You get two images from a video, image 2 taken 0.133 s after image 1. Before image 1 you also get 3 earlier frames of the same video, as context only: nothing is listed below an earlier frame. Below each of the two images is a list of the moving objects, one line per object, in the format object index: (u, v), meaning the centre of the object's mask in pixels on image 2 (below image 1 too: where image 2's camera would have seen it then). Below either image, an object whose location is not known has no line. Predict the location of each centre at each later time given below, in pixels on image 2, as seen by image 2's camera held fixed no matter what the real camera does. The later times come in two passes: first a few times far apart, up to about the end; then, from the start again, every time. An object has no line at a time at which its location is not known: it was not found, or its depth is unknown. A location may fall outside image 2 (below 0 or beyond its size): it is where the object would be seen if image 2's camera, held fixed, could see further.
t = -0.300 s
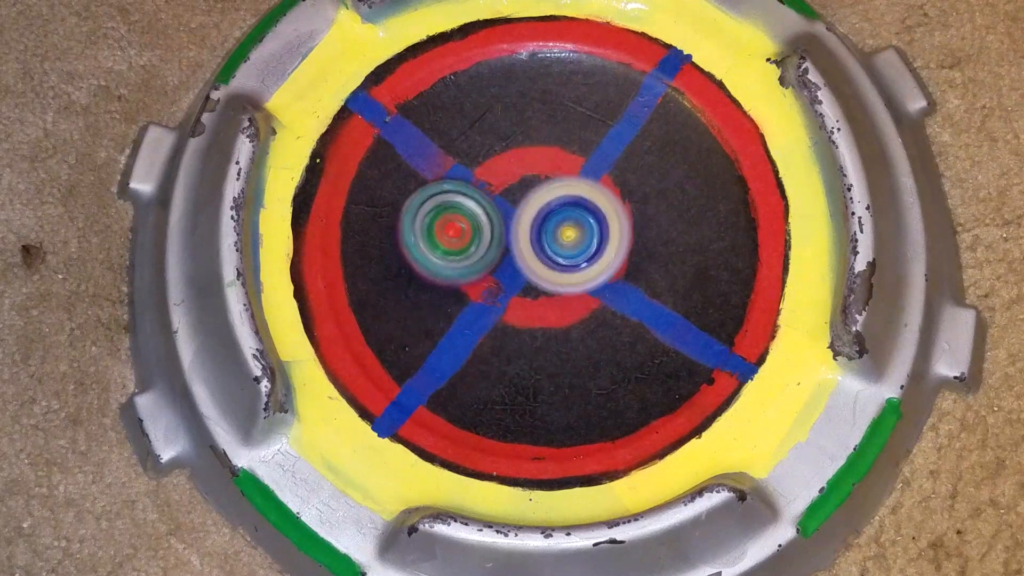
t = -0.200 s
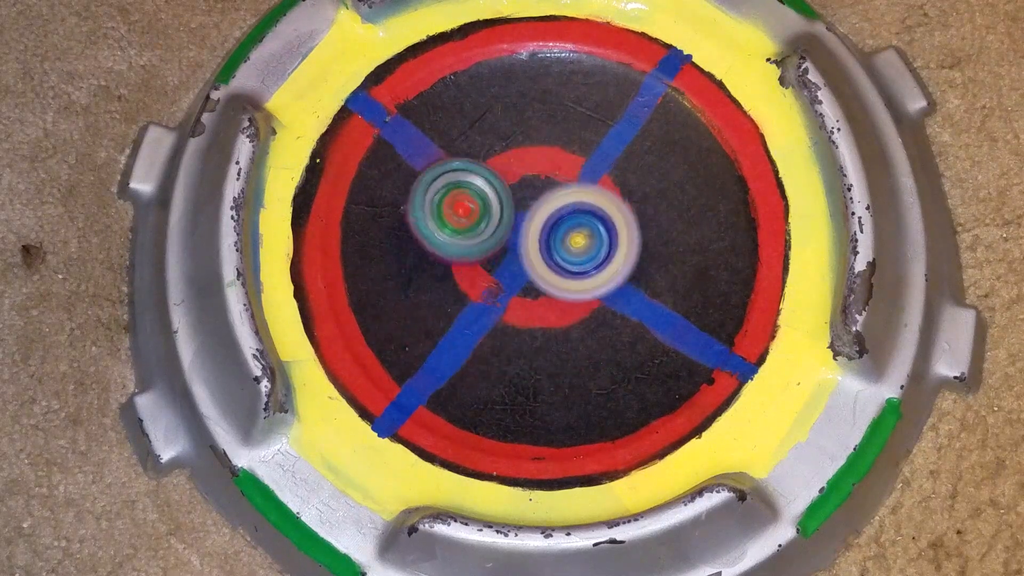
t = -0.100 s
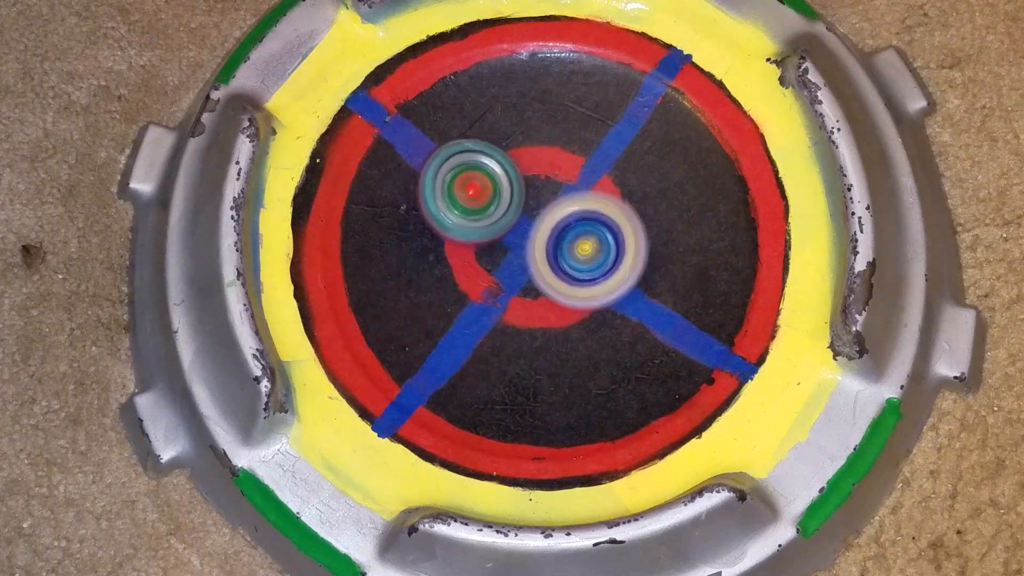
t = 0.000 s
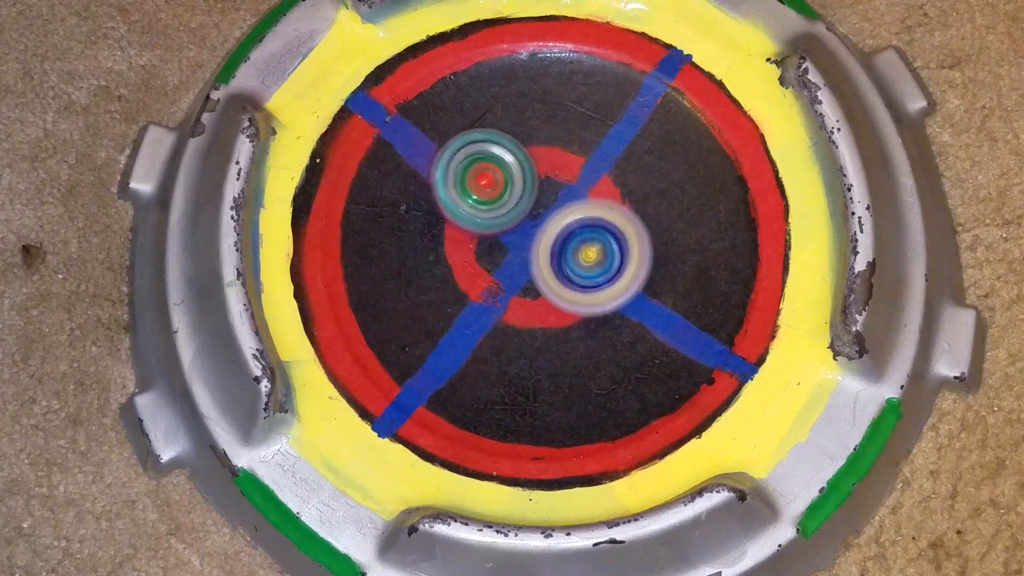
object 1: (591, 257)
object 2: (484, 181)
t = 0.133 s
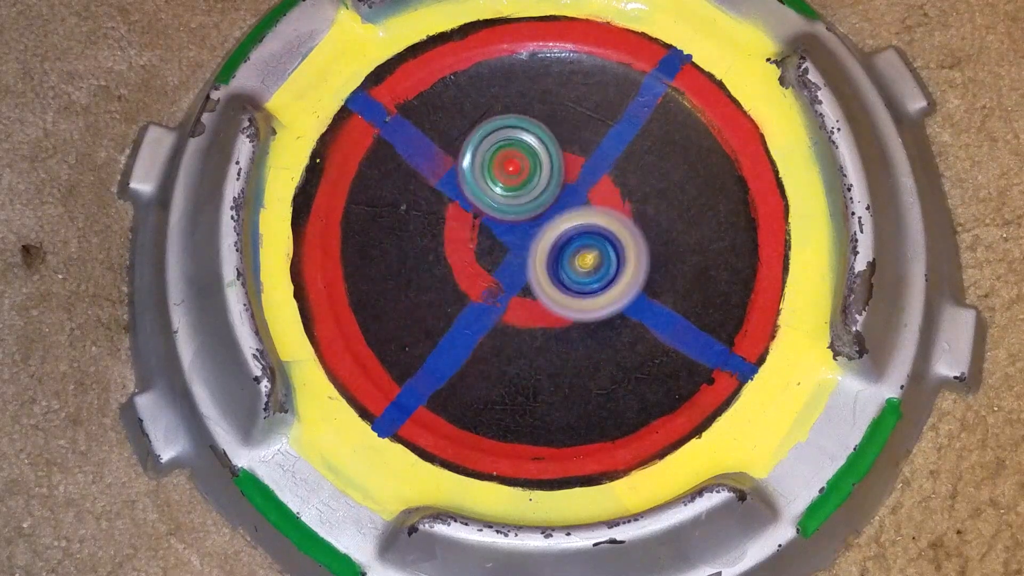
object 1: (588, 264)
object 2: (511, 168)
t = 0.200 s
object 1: (583, 268)
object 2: (522, 164)
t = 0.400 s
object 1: (562, 283)
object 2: (557, 161)
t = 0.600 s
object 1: (537, 299)
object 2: (593, 174)
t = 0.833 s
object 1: (511, 303)
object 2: (607, 209)
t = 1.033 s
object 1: (488, 302)
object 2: (600, 252)
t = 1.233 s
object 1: (456, 287)
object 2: (596, 278)
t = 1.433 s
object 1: (442, 269)
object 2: (569, 301)
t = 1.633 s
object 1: (442, 245)
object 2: (538, 315)
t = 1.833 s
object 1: (458, 219)
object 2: (521, 318)
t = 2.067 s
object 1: (486, 182)
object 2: (503, 303)
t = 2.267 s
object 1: (511, 165)
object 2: (502, 278)
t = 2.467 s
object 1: (552, 140)
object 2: (515, 263)
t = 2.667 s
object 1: (576, 142)
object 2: (528, 244)
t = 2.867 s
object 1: (599, 159)
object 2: (522, 244)
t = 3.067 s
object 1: (622, 202)
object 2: (504, 258)
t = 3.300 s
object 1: (637, 258)
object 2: (499, 263)
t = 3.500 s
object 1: (631, 291)
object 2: (507, 259)
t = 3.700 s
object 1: (601, 319)
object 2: (509, 237)
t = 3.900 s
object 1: (555, 344)
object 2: (515, 217)
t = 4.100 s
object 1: (517, 353)
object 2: (535, 194)
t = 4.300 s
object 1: (482, 338)
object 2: (547, 188)
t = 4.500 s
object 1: (454, 308)
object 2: (545, 204)
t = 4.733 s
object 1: (422, 252)
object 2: (573, 224)
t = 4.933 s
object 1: (413, 210)
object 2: (579, 239)
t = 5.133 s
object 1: (431, 184)
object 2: (572, 258)
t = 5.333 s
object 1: (469, 165)
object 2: (547, 266)
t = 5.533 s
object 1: (538, 136)
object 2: (524, 295)
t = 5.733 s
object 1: (596, 118)
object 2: (499, 305)
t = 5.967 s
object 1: (614, 143)
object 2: (485, 290)
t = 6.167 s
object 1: (625, 214)
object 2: (497, 266)
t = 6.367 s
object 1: (635, 303)
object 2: (514, 243)
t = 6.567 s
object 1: (620, 354)
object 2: (541, 227)
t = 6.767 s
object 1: (588, 357)
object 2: (561, 227)
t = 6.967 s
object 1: (514, 340)
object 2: (565, 238)
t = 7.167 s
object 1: (438, 306)
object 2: (557, 251)
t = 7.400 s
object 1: (403, 261)
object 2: (532, 255)
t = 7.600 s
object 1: (430, 208)
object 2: (548, 275)
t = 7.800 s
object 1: (476, 138)
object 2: (572, 283)
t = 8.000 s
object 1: (486, 119)
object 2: (574, 294)
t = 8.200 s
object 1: (491, 124)
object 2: (558, 292)
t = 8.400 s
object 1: (550, 157)
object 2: (545, 269)
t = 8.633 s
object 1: (661, 170)
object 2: (488, 303)
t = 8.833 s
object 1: (673, 165)
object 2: (478, 290)
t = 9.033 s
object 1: (657, 172)
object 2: (501, 266)
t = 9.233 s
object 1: (609, 273)
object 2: (503, 250)
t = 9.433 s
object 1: (649, 294)
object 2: (506, 249)
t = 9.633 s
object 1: (622, 277)
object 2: (507, 233)
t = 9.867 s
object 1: (596, 281)
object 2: (502, 225)
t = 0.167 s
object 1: (586, 266)
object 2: (516, 165)
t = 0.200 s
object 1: (583, 268)
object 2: (522, 164)
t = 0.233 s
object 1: (580, 270)
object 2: (528, 164)
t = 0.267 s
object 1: (577, 272)
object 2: (533, 163)
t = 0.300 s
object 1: (574, 274)
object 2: (539, 163)
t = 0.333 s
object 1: (570, 277)
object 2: (545, 162)
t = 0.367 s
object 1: (566, 280)
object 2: (551, 162)
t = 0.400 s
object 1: (562, 283)
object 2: (557, 161)
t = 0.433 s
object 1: (557, 286)
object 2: (563, 161)
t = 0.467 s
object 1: (553, 290)
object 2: (570, 164)
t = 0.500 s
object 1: (548, 293)
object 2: (577, 166)
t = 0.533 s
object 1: (544, 295)
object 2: (583, 169)
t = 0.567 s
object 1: (540, 297)
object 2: (588, 171)
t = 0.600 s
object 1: (537, 299)
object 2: (593, 174)
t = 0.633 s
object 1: (535, 301)
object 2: (597, 176)
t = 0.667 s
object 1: (532, 303)
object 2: (600, 181)
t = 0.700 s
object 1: (527, 303)
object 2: (601, 186)
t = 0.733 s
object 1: (522, 304)
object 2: (603, 191)
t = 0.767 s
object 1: (518, 303)
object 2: (605, 197)
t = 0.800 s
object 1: (514, 303)
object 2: (606, 203)
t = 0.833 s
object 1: (511, 303)
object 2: (607, 209)
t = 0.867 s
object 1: (507, 303)
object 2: (606, 216)
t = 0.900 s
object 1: (504, 303)
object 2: (605, 224)
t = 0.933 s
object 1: (500, 303)
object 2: (603, 232)
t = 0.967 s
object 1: (497, 302)
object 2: (601, 238)
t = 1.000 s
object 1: (494, 302)
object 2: (599, 245)
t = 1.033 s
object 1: (488, 302)
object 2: (600, 252)
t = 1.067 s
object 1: (483, 301)
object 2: (599, 257)
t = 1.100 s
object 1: (480, 300)
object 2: (596, 263)
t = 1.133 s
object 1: (476, 297)
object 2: (594, 269)
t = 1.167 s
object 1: (467, 294)
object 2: (598, 272)
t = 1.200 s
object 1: (460, 290)
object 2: (598, 274)
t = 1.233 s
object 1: (456, 287)
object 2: (596, 278)
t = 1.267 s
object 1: (453, 285)
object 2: (592, 282)
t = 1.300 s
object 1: (451, 282)
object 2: (588, 286)
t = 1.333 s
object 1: (448, 279)
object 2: (583, 290)
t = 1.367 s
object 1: (446, 276)
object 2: (578, 294)
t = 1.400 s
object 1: (444, 273)
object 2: (574, 298)
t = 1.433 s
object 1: (442, 269)
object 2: (569, 301)
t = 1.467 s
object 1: (441, 265)
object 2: (564, 304)
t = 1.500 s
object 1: (440, 262)
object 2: (558, 306)
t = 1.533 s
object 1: (439, 259)
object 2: (552, 309)
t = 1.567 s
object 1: (440, 255)
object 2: (547, 311)
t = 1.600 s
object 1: (441, 251)
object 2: (542, 312)
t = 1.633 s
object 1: (442, 245)
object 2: (538, 315)
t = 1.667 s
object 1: (444, 242)
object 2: (533, 316)
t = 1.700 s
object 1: (444, 240)
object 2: (531, 318)
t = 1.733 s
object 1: (447, 237)
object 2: (528, 320)
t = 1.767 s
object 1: (451, 233)
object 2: (526, 320)
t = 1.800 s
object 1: (454, 226)
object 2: (524, 319)
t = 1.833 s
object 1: (458, 219)
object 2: (521, 318)
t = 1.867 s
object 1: (461, 210)
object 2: (517, 316)
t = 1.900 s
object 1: (464, 201)
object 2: (513, 315)
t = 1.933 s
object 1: (469, 196)
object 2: (510, 314)
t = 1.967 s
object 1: (474, 193)
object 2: (508, 312)
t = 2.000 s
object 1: (478, 189)
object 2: (507, 309)
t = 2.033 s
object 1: (482, 186)
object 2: (505, 306)
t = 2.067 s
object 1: (486, 182)
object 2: (503, 303)
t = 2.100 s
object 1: (491, 177)
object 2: (502, 299)
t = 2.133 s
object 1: (495, 174)
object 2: (499, 295)
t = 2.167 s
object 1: (499, 171)
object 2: (499, 291)
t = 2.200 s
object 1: (503, 169)
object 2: (498, 288)
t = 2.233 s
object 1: (507, 167)
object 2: (501, 283)
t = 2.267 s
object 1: (511, 165)
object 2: (502, 278)
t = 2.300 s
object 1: (517, 161)
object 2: (502, 274)
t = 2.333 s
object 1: (523, 152)
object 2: (501, 276)
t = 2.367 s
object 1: (532, 148)
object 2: (504, 272)
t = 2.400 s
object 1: (540, 144)
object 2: (509, 270)
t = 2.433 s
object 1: (546, 143)
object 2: (512, 267)
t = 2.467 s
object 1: (552, 140)
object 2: (515, 263)
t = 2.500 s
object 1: (557, 138)
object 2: (518, 261)
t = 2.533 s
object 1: (562, 139)
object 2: (520, 259)
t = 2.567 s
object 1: (567, 139)
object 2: (522, 255)
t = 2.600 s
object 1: (570, 139)
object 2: (524, 251)
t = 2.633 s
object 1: (573, 141)
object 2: (526, 247)
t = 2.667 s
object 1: (576, 142)
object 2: (528, 244)
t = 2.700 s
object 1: (580, 142)
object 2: (526, 243)
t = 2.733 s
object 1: (586, 145)
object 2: (526, 242)
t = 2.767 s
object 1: (591, 146)
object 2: (523, 242)
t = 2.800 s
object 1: (594, 151)
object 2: (523, 243)
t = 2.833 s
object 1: (597, 154)
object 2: (522, 244)
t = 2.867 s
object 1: (599, 159)
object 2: (522, 244)
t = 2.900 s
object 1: (603, 164)
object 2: (521, 244)
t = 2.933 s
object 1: (607, 171)
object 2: (517, 245)
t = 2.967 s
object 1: (612, 179)
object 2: (511, 249)
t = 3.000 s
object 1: (617, 186)
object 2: (508, 253)
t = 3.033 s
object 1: (618, 194)
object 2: (505, 255)
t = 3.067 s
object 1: (622, 202)
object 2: (504, 258)
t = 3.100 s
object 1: (624, 210)
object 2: (503, 261)
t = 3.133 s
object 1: (629, 219)
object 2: (503, 263)
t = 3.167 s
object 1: (631, 227)
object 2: (502, 263)
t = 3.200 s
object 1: (633, 237)
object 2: (502, 263)
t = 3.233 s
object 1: (636, 244)
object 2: (501, 262)
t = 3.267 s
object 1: (636, 253)
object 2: (499, 262)
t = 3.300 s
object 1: (637, 258)
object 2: (499, 263)
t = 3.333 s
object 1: (636, 265)
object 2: (500, 263)
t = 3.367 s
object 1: (638, 271)
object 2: (501, 262)
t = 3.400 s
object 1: (636, 278)
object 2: (502, 261)
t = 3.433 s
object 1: (635, 282)
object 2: (504, 260)
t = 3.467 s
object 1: (632, 287)
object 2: (505, 260)
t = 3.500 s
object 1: (631, 291)
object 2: (507, 259)
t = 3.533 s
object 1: (627, 294)
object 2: (510, 259)
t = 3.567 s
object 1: (624, 298)
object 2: (513, 256)
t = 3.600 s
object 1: (619, 304)
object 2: (510, 249)
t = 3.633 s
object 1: (615, 309)
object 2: (509, 245)
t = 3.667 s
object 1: (607, 315)
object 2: (509, 240)
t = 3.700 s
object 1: (601, 319)
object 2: (509, 237)
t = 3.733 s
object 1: (593, 324)
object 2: (510, 234)
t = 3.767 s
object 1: (588, 329)
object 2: (512, 231)
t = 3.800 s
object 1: (580, 335)
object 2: (512, 227)
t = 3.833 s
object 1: (570, 338)
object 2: (514, 225)
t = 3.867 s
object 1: (563, 342)
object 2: (513, 221)
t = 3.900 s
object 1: (555, 344)
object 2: (515, 217)
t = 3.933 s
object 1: (549, 347)
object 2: (518, 215)
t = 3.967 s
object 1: (540, 351)
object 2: (522, 211)
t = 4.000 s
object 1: (535, 353)
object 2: (526, 208)
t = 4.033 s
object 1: (528, 354)
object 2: (532, 204)
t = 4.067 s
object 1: (521, 353)
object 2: (534, 200)
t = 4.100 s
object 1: (517, 353)
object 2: (535, 194)
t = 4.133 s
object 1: (512, 351)
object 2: (537, 191)
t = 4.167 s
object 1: (507, 348)
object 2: (538, 191)
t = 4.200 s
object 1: (501, 348)
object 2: (539, 192)
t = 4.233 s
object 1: (494, 344)
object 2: (543, 188)
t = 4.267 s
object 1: (489, 340)
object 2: (547, 189)
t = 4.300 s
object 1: (482, 338)
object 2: (547, 188)
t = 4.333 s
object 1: (477, 333)
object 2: (549, 189)
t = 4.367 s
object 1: (472, 328)
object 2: (549, 191)
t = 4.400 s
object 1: (466, 324)
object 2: (549, 193)
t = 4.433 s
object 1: (462, 319)
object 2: (549, 197)
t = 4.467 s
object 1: (458, 313)
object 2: (546, 200)
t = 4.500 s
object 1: (454, 308)
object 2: (545, 204)
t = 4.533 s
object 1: (452, 302)
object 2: (545, 207)
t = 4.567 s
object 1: (451, 296)
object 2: (544, 214)
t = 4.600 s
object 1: (447, 288)
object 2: (542, 219)
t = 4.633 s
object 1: (441, 280)
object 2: (549, 220)
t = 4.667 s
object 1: (432, 271)
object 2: (561, 221)
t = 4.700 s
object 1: (425, 261)
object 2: (568, 219)
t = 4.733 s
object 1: (422, 252)
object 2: (573, 224)
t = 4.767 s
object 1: (419, 242)
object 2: (575, 224)
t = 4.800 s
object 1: (416, 235)
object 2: (577, 227)
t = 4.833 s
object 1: (414, 228)
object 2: (578, 230)
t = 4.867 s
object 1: (413, 222)
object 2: (579, 232)
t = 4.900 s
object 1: (413, 216)
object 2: (580, 235)
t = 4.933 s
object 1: (413, 210)
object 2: (579, 239)
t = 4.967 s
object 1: (415, 205)
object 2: (580, 243)
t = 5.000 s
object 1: (418, 200)
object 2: (578, 247)
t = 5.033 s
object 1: (420, 195)
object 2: (578, 251)
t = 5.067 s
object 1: (424, 191)
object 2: (575, 254)
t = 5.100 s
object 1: (427, 186)
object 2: (576, 256)
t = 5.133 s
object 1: (431, 184)
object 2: (572, 258)
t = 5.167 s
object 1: (436, 181)
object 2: (568, 261)
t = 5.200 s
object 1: (440, 177)
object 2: (563, 263)
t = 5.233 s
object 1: (446, 172)
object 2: (559, 265)
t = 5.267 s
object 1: (453, 167)
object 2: (556, 264)
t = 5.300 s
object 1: (460, 167)
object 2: (551, 266)
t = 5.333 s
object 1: (469, 165)
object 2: (547, 266)
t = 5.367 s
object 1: (478, 163)
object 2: (544, 267)
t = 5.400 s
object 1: (486, 163)
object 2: (538, 267)
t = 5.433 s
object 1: (495, 159)
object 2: (533, 264)
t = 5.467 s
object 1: (507, 153)
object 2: (530, 271)
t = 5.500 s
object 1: (522, 143)
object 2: (526, 285)
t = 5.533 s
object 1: (538, 136)
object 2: (524, 295)
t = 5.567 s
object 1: (553, 131)
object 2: (519, 300)
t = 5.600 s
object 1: (565, 125)
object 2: (514, 302)
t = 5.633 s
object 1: (575, 123)
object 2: (511, 304)
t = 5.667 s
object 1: (584, 118)
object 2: (506, 304)
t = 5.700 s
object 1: (590, 119)
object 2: (502, 305)
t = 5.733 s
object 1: (596, 118)
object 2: (499, 305)
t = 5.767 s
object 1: (600, 120)
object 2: (495, 304)
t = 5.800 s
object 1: (601, 121)
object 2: (492, 302)
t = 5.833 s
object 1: (602, 125)
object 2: (489, 301)
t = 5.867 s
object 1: (605, 127)
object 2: (487, 301)
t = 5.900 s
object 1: (607, 131)
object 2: (485, 297)
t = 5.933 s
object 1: (612, 136)
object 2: (483, 294)
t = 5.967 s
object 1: (614, 143)
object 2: (485, 290)
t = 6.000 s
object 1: (617, 152)
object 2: (487, 286)
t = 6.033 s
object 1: (620, 162)
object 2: (486, 281)
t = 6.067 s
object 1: (621, 174)
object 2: (489, 276)
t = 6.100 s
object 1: (623, 186)
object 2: (492, 271)
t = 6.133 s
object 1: (624, 200)
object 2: (493, 269)
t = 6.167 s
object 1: (625, 214)
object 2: (497, 266)
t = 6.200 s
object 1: (626, 229)
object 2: (501, 263)
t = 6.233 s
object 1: (627, 244)
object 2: (505, 258)
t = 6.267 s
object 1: (629, 259)
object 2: (506, 253)
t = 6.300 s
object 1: (631, 275)
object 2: (506, 250)
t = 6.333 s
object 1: (633, 290)
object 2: (510, 246)
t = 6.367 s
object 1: (635, 303)
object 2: (514, 243)
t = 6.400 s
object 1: (632, 315)
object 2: (517, 239)
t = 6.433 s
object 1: (632, 326)
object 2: (524, 235)
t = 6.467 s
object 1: (628, 335)
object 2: (528, 233)
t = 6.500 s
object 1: (627, 343)
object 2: (531, 230)
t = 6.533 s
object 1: (623, 349)
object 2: (536, 228)
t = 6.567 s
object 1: (620, 354)
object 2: (541, 227)
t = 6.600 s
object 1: (617, 357)
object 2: (545, 226)
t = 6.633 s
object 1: (614, 356)
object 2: (549, 226)
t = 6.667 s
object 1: (610, 358)
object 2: (553, 225)
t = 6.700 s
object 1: (604, 357)
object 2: (556, 224)
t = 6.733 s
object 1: (596, 358)
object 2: (559, 226)
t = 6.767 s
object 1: (588, 357)
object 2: (561, 227)
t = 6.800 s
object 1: (576, 356)
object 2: (561, 226)
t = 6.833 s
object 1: (566, 353)
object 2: (560, 228)
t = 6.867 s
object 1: (552, 352)
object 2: (561, 230)
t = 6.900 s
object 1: (540, 348)
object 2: (562, 233)
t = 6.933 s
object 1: (528, 344)
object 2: (563, 235)
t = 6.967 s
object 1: (514, 340)
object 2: (565, 238)
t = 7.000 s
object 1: (501, 335)
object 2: (564, 241)
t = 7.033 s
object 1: (486, 330)
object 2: (562, 243)
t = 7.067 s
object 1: (474, 324)
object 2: (562, 245)
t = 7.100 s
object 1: (461, 319)
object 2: (561, 248)
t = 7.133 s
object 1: (450, 312)
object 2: (558, 250)
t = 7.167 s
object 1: (438, 306)
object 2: (557, 251)
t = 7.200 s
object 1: (431, 299)
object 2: (555, 252)
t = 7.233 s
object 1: (421, 292)
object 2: (551, 253)
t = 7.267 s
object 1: (416, 285)
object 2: (547, 254)
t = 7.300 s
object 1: (411, 280)
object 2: (544, 255)
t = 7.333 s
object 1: (408, 274)
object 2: (540, 256)
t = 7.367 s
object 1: (406, 268)
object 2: (536, 256)
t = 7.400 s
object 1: (403, 261)
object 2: (532, 255)
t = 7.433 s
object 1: (405, 256)
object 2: (528, 255)
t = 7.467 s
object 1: (404, 250)
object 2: (523, 254)
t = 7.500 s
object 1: (406, 243)
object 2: (519, 253)
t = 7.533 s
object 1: (412, 235)
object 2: (526, 260)
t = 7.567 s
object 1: (417, 222)
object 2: (538, 270)
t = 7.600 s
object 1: (430, 208)
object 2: (548, 275)
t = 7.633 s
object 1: (439, 195)
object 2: (553, 275)
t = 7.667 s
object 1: (448, 183)
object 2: (559, 276)
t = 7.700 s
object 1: (457, 170)
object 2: (564, 278)
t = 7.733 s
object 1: (464, 159)
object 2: (568, 278)
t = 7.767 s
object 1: (469, 147)
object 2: (570, 281)
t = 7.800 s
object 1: (476, 138)
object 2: (572, 283)
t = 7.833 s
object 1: (478, 128)
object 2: (575, 285)
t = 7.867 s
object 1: (484, 122)
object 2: (576, 288)
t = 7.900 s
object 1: (487, 117)
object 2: (575, 290)
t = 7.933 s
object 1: (487, 116)
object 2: (574, 291)
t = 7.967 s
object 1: (487, 118)
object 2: (575, 292)
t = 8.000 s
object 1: (486, 119)
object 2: (574, 294)
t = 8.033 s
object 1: (482, 119)
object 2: (572, 295)
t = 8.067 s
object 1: (480, 121)
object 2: (570, 295)
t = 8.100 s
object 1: (480, 123)
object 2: (568, 295)
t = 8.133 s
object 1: (480, 120)
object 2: (565, 295)
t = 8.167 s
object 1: (486, 118)
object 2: (561, 293)
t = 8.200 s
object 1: (491, 124)
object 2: (558, 292)
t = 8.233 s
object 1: (499, 126)
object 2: (556, 290)
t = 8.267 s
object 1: (509, 129)
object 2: (554, 287)
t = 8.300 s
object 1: (519, 137)
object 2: (551, 285)
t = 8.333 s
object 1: (530, 141)
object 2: (548, 280)
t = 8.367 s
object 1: (540, 146)
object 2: (546, 275)
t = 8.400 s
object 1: (550, 157)
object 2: (545, 269)
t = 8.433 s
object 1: (560, 161)
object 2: (542, 267)
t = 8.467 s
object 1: (575, 162)
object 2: (528, 277)
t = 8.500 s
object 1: (596, 158)
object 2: (512, 292)
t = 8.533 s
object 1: (616, 160)
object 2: (499, 301)
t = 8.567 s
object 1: (632, 166)
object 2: (492, 303)
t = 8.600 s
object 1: (647, 167)
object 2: (489, 302)
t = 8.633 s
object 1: (661, 170)
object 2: (488, 303)
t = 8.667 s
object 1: (667, 170)
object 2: (484, 305)
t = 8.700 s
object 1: (675, 165)
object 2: (481, 302)
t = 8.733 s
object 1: (681, 166)
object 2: (479, 300)
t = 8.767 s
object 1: (680, 169)
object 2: (479, 297)
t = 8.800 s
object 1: (677, 168)
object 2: (478, 295)
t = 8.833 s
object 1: (673, 165)
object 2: (478, 290)
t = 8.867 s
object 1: (670, 160)
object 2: (480, 286)
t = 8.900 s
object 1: (670, 157)
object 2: (483, 282)
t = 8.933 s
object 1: (670, 156)
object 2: (485, 279)
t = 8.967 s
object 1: (671, 161)
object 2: (490, 273)
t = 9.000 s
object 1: (664, 168)
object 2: (495, 270)
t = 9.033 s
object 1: (657, 172)
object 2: (501, 266)
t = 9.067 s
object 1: (641, 182)
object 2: (508, 263)
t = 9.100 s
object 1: (629, 196)
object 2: (516, 261)
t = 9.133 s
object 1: (617, 211)
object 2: (524, 260)
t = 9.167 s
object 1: (608, 225)
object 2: (520, 255)
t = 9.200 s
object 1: (604, 249)
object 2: (512, 253)
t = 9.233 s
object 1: (609, 273)
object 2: (503, 250)
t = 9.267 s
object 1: (621, 297)
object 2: (500, 248)
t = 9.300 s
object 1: (631, 307)
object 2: (503, 247)
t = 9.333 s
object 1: (639, 312)
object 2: (505, 250)
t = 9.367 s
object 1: (647, 309)
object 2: (504, 251)
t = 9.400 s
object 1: (650, 302)
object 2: (504, 250)
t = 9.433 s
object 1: (649, 294)
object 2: (506, 249)
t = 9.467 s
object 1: (647, 285)
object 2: (508, 248)
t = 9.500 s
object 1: (645, 278)
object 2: (510, 247)
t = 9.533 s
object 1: (649, 270)
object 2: (512, 248)
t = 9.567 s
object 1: (634, 266)
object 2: (516, 246)
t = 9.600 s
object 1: (625, 268)
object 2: (517, 245)
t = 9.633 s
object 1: (622, 277)
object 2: (507, 233)
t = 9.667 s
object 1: (617, 287)
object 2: (505, 226)
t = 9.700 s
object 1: (608, 296)
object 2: (502, 222)
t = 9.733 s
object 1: (601, 299)
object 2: (503, 221)
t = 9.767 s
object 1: (599, 298)
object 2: (506, 223)
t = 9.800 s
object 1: (597, 294)
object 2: (505, 226)
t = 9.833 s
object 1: (596, 288)
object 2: (504, 227)
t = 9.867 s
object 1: (596, 281)
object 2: (502, 225)
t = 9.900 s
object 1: (594, 273)
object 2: (502, 226)
